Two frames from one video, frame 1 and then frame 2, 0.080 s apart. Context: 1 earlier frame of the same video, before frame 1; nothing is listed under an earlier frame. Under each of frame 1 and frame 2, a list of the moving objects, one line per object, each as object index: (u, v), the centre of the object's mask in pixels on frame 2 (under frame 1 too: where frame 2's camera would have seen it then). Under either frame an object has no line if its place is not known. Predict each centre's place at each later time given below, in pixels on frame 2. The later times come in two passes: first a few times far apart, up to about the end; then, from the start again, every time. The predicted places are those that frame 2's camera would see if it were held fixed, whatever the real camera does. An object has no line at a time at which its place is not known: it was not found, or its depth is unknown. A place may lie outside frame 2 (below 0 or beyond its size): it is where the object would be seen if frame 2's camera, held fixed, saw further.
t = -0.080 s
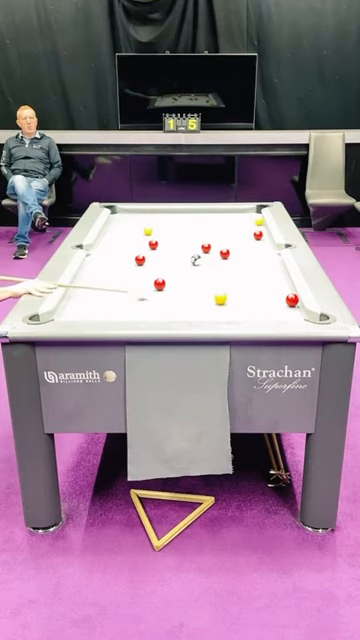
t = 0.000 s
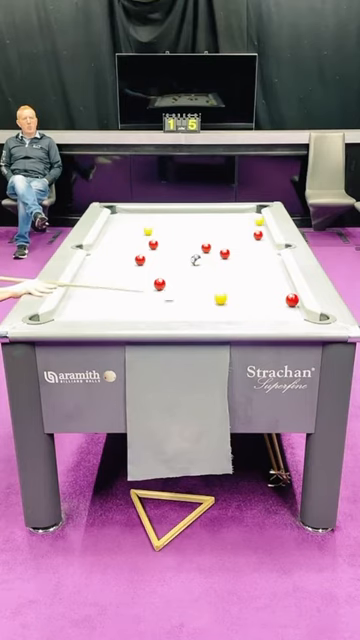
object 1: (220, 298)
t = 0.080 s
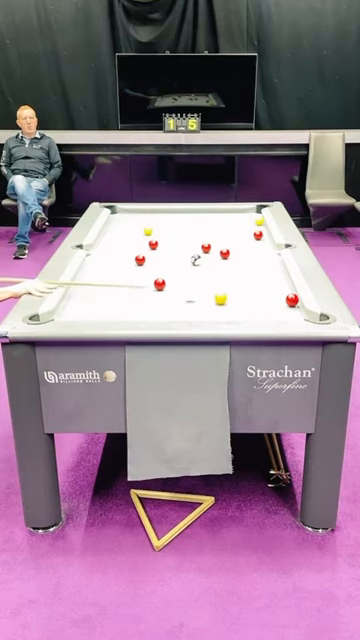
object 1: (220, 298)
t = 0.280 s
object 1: (239, 302)
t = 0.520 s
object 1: (268, 309)
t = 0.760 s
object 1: (300, 313)
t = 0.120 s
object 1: (220, 298)
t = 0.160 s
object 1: (221, 299)
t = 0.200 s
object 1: (228, 300)
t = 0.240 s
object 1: (234, 301)
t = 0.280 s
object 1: (239, 302)
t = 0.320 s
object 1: (243, 303)
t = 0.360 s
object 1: (249, 305)
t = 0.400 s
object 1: (254, 305)
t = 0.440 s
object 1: (259, 307)
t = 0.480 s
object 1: (263, 308)
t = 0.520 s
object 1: (268, 309)
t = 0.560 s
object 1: (273, 309)
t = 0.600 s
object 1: (278, 310)
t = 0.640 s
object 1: (283, 311)
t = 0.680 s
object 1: (288, 311)
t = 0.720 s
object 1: (294, 312)
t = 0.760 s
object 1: (300, 313)
